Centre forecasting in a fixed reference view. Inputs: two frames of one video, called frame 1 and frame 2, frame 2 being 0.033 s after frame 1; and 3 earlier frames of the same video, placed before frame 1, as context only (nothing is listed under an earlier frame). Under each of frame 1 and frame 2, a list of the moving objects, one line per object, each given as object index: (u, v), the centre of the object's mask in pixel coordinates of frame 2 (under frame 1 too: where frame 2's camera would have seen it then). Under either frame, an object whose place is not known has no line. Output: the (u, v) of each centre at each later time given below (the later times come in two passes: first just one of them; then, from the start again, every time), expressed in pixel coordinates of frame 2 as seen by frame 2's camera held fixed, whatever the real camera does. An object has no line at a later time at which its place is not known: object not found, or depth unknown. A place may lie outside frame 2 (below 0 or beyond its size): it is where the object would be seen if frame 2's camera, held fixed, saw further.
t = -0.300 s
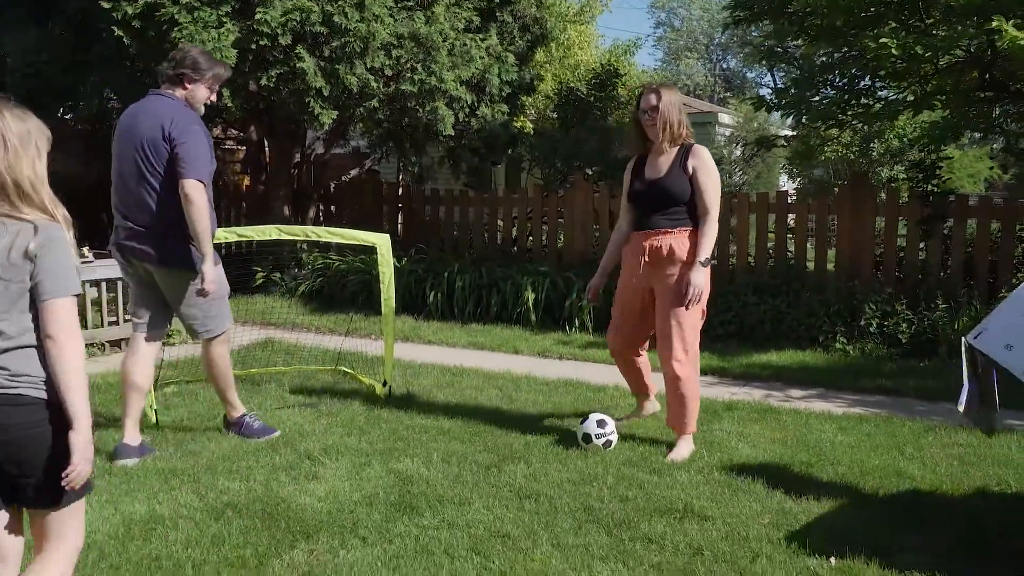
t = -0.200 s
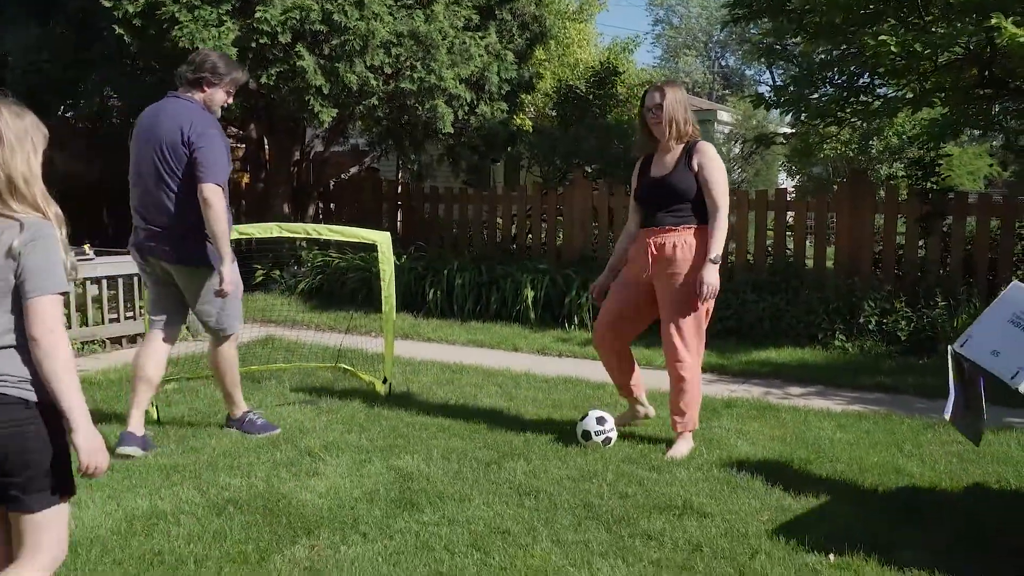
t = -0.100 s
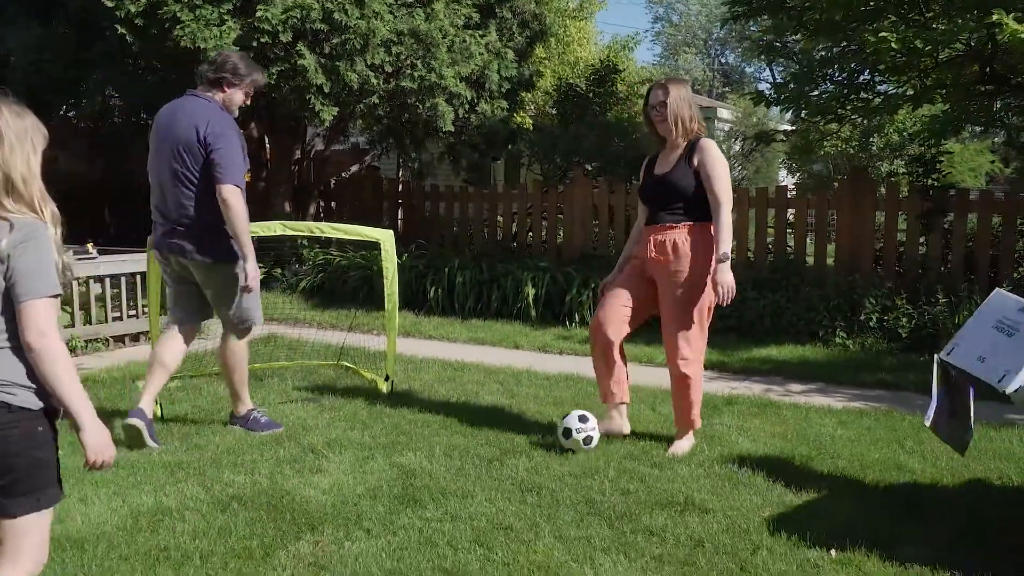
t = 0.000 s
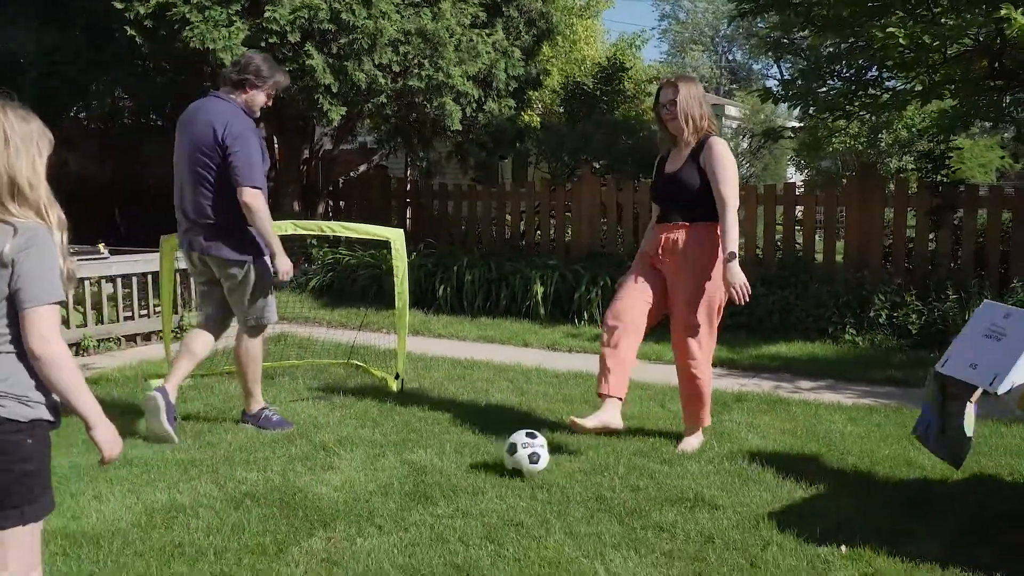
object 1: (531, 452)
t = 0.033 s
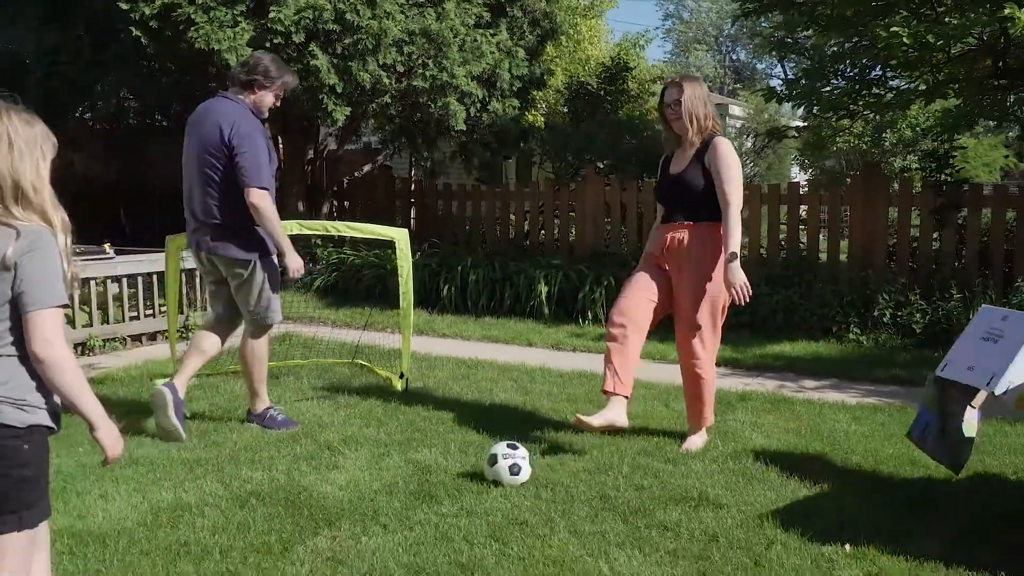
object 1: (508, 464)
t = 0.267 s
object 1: (353, 525)
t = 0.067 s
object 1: (485, 473)
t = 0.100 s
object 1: (465, 478)
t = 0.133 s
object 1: (444, 485)
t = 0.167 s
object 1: (421, 494)
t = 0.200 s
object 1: (397, 506)
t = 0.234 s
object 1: (373, 519)
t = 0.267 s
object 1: (353, 525)
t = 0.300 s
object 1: (335, 527)
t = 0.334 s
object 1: (317, 532)
